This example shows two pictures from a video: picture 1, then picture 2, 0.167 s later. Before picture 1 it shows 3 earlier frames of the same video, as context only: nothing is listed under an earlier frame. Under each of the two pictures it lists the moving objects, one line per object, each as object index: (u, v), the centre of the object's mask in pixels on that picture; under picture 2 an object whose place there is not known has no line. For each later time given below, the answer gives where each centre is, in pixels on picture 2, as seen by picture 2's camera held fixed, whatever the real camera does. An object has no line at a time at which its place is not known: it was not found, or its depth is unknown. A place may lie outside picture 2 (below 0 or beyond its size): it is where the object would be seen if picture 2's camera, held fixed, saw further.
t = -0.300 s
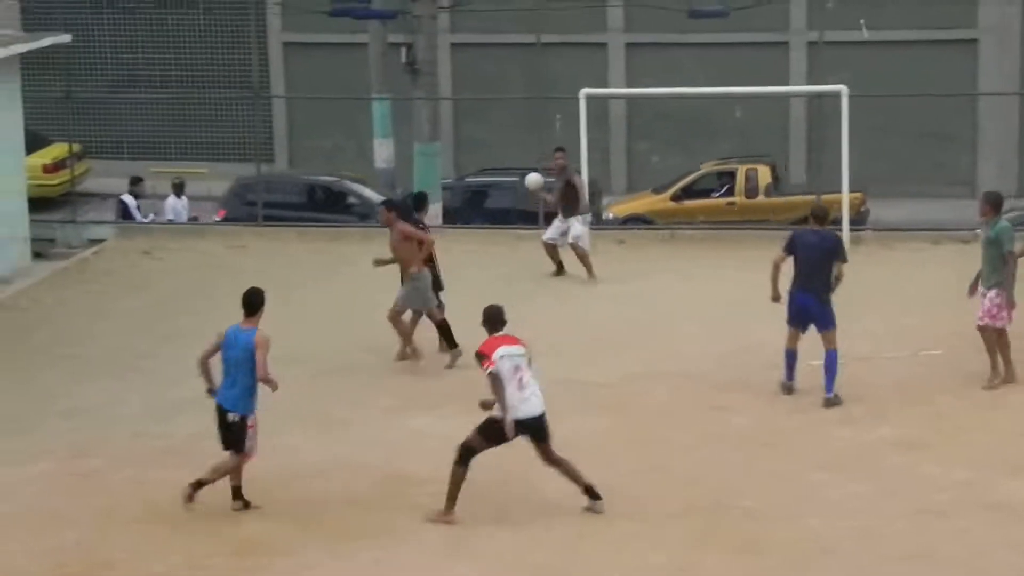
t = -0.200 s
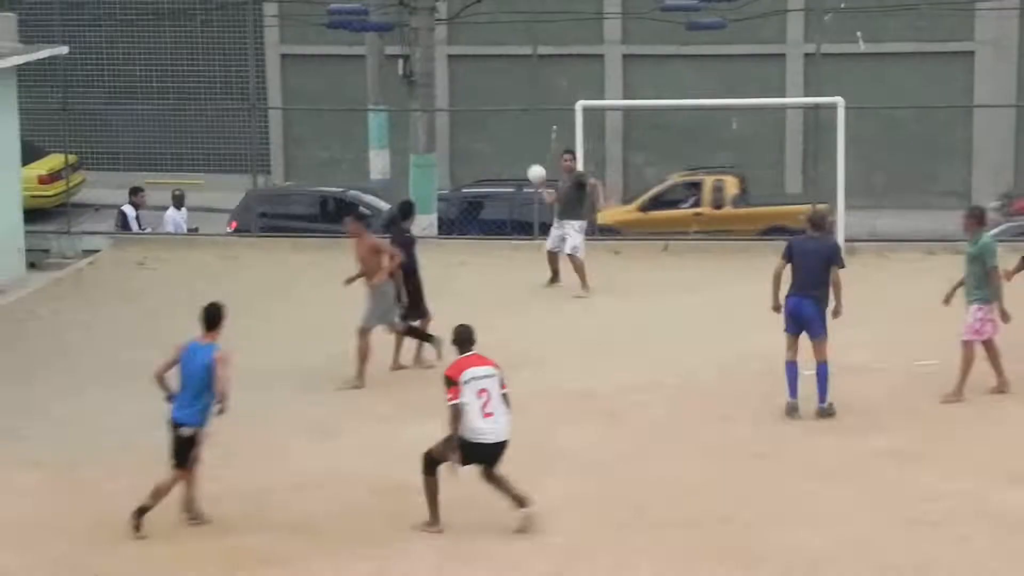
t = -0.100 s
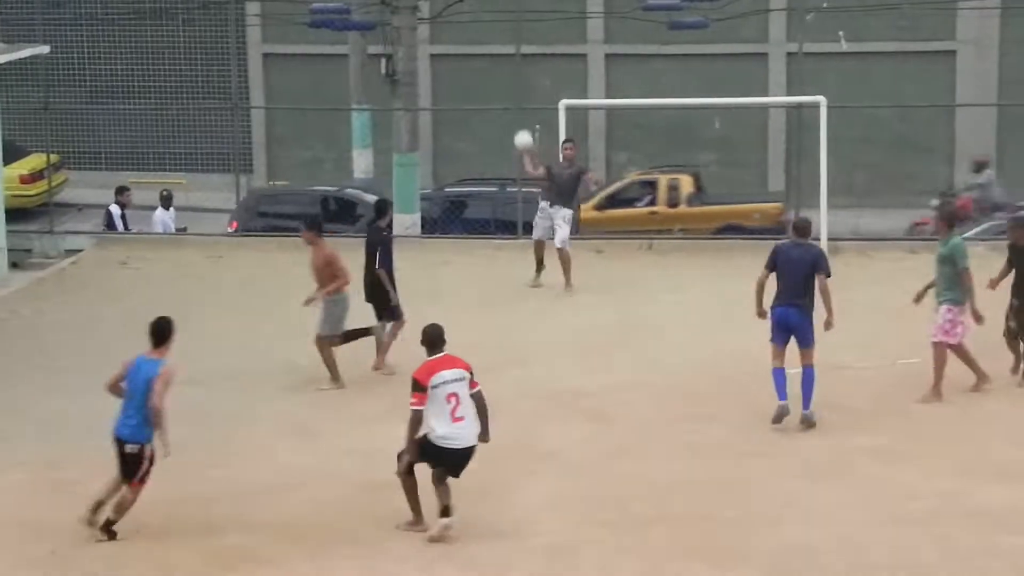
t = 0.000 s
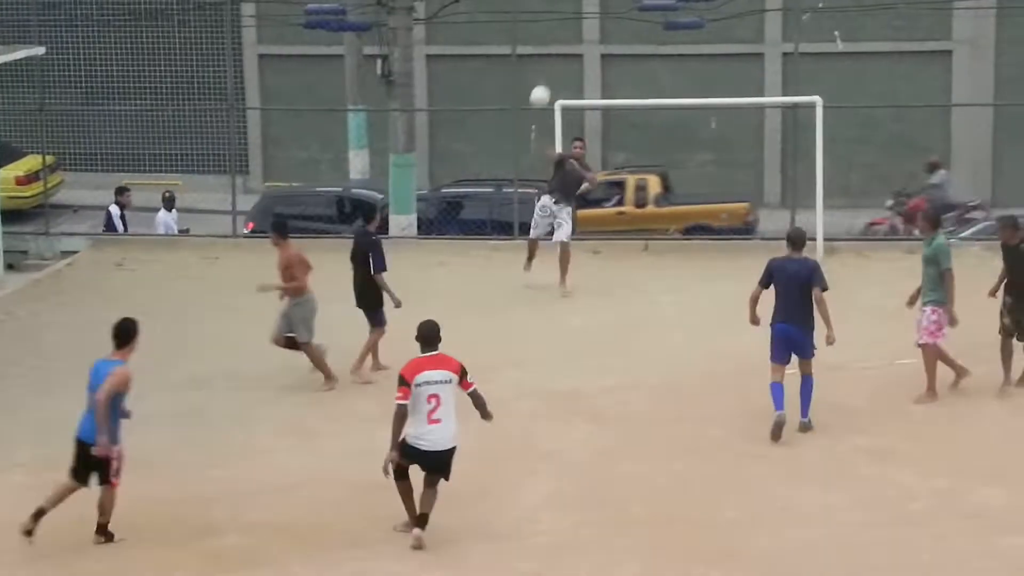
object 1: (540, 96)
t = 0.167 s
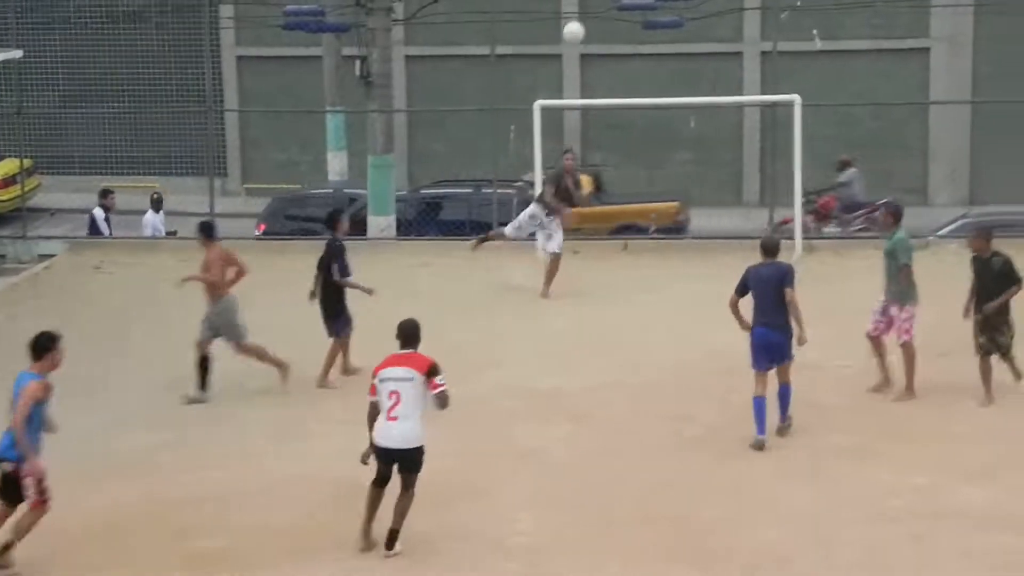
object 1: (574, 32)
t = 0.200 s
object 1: (586, 21)
